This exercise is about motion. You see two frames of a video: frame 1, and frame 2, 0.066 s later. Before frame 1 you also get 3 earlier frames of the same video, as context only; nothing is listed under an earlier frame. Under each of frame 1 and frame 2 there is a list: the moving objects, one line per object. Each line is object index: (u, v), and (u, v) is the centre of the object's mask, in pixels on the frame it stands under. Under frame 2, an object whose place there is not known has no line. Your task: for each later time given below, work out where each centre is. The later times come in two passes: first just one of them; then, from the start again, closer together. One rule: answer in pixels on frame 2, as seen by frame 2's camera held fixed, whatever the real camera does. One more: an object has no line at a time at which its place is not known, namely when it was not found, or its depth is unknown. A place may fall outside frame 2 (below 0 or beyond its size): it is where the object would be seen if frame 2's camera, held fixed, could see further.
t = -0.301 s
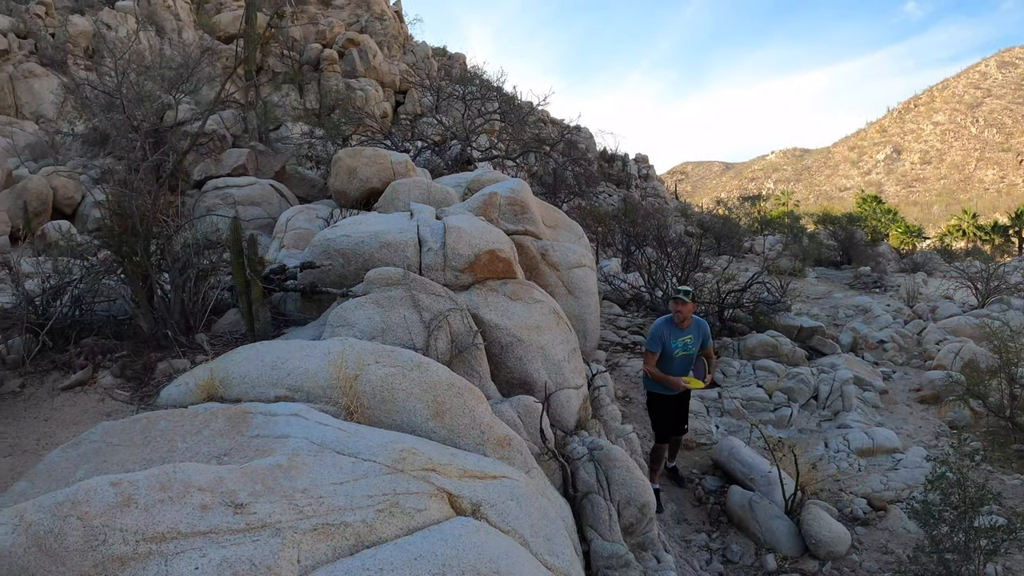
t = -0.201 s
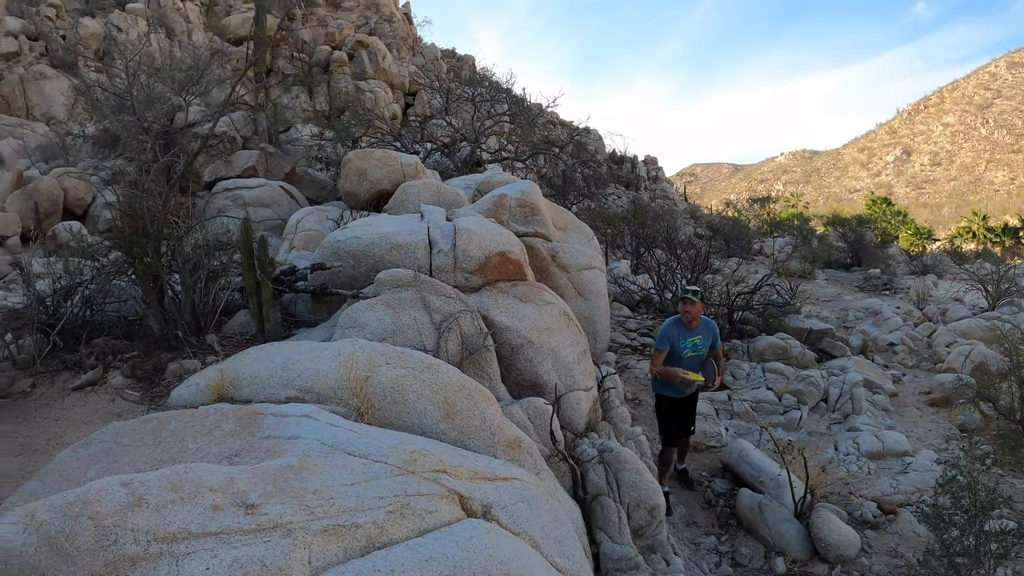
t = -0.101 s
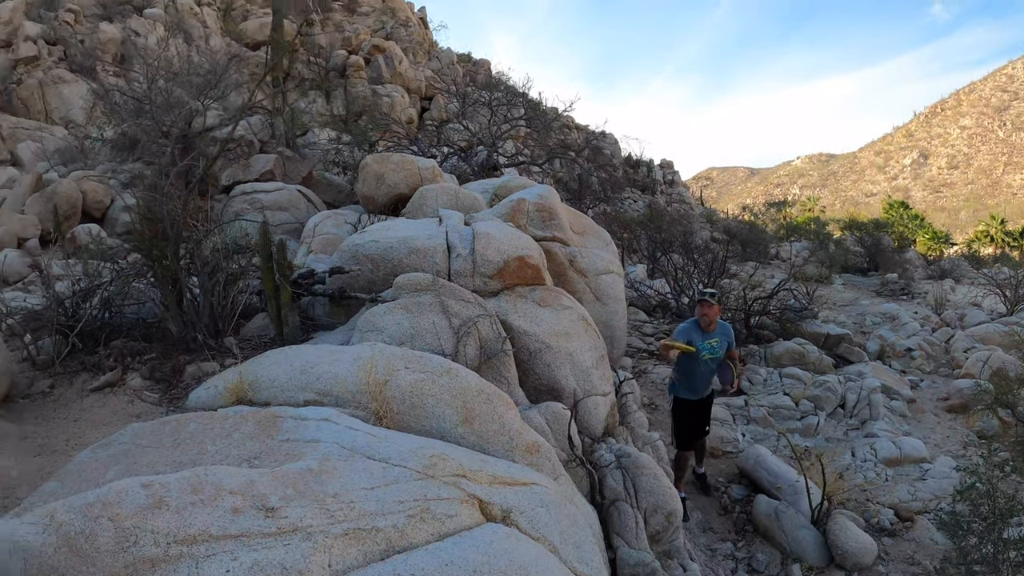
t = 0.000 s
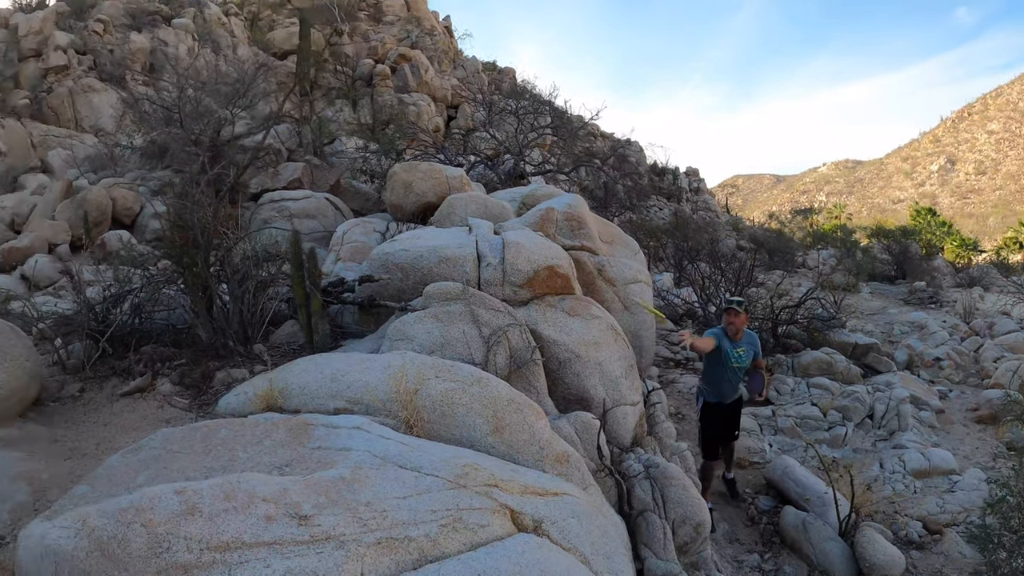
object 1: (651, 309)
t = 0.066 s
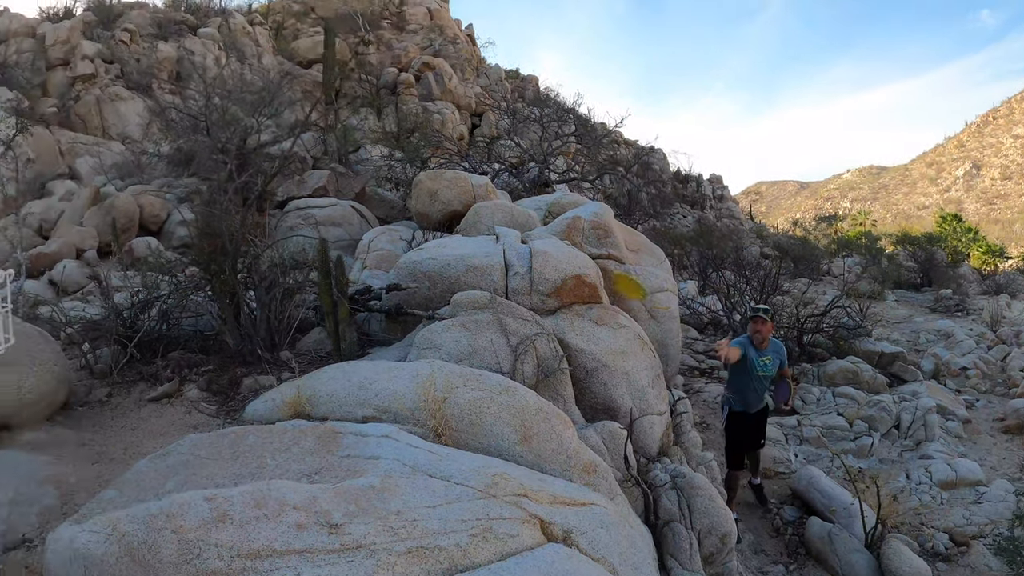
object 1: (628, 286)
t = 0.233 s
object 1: (492, 217)
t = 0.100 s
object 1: (603, 271)
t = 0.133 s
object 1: (574, 253)
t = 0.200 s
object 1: (521, 229)
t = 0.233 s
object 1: (492, 217)
